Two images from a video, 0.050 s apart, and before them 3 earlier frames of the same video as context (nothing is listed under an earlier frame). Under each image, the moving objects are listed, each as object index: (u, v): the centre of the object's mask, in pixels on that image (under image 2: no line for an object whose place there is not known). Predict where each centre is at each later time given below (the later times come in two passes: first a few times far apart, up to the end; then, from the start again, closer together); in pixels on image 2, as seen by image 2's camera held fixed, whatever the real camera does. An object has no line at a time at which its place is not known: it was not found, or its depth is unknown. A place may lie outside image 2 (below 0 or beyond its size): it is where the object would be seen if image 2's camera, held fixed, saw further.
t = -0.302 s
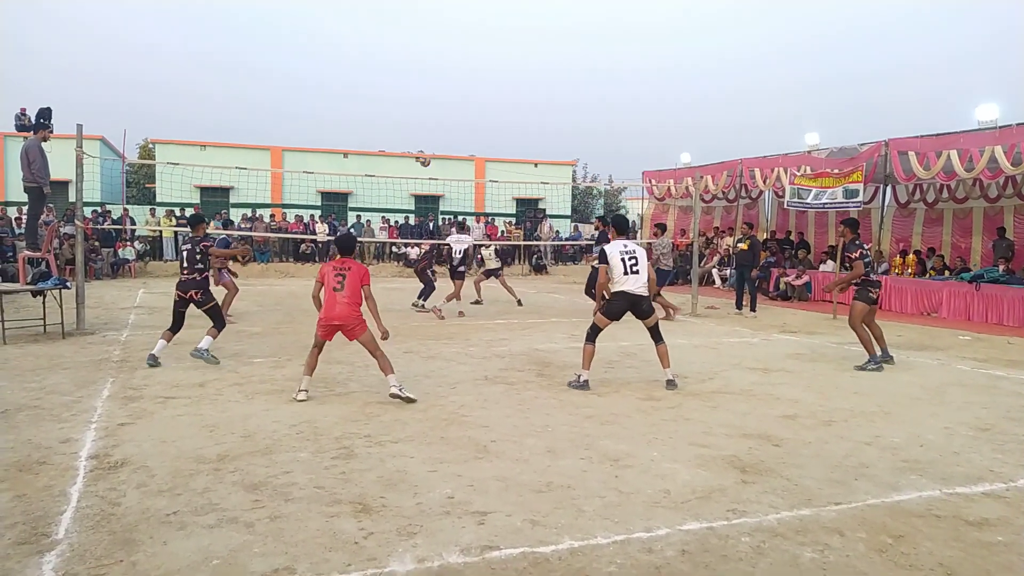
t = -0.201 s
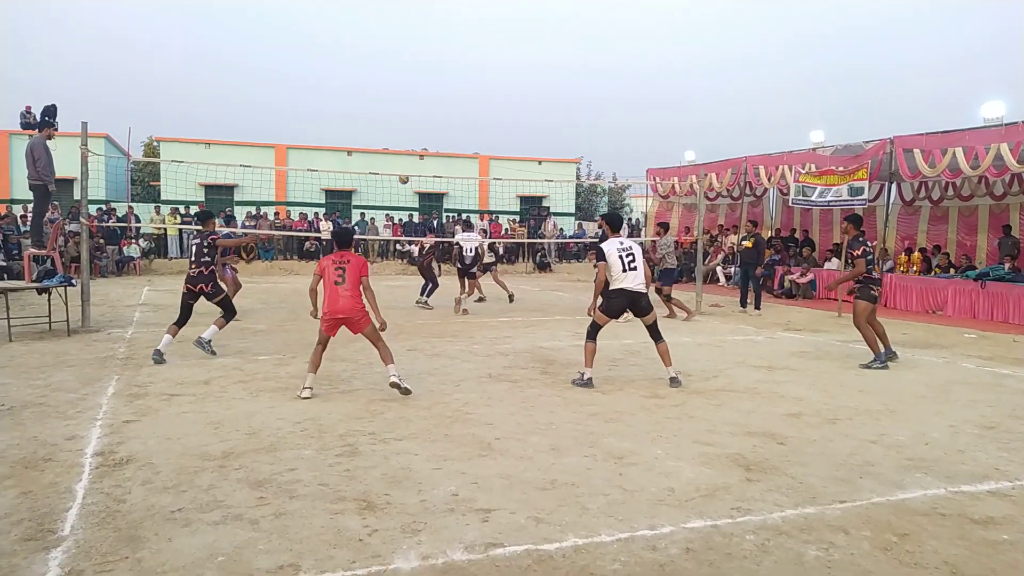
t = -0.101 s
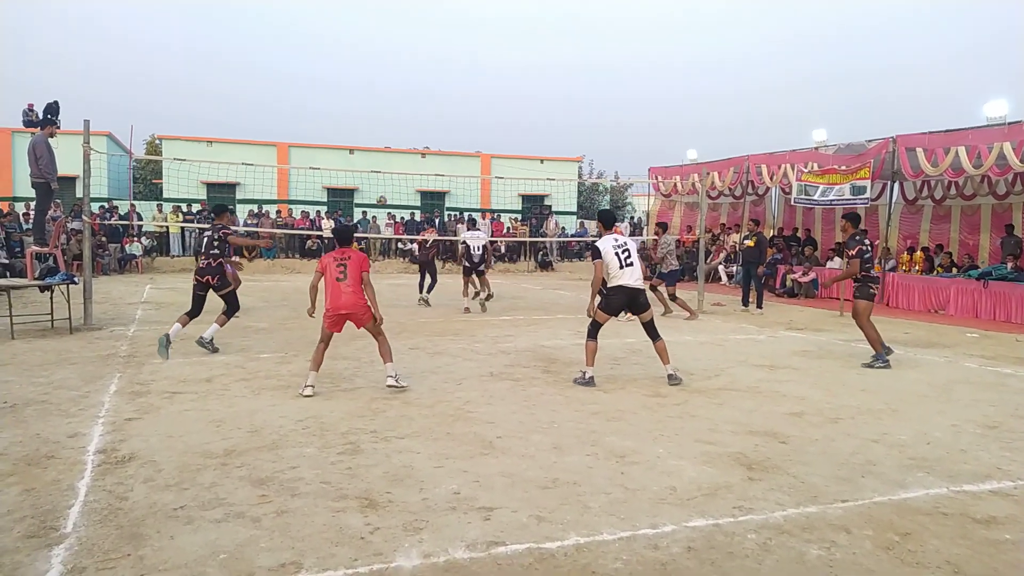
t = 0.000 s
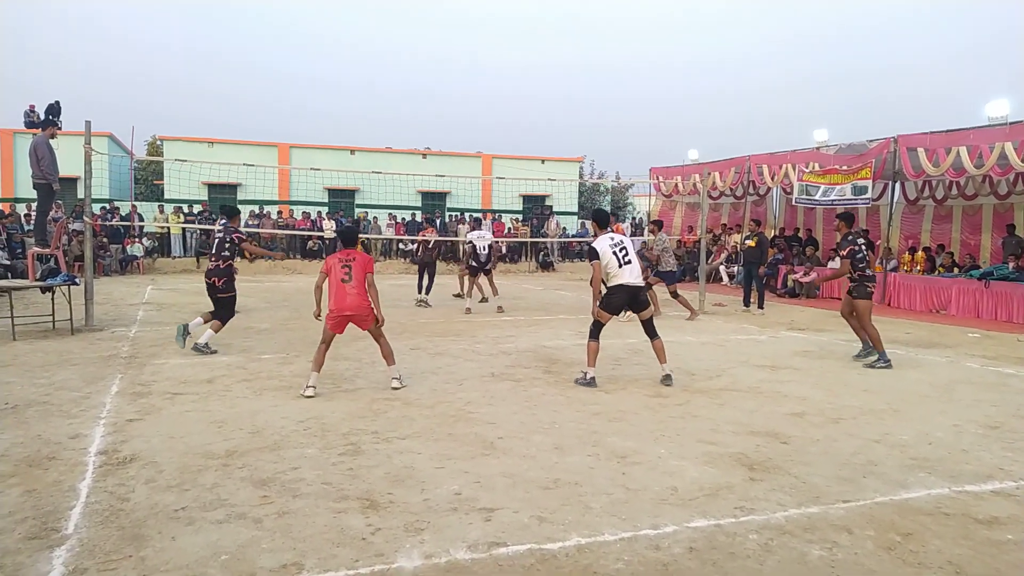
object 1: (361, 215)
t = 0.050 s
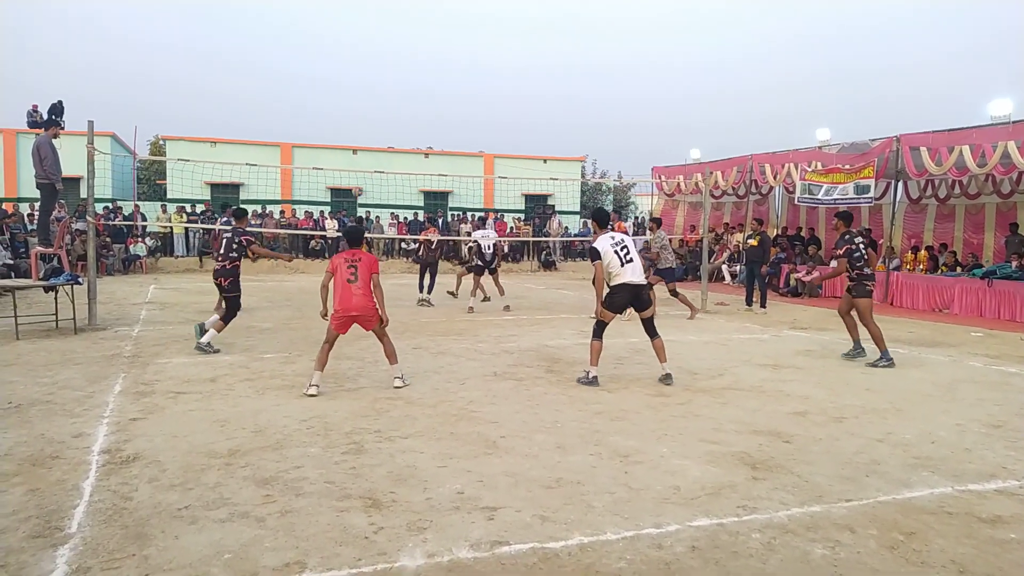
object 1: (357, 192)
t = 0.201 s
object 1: (338, 128)
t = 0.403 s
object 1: (310, 62)
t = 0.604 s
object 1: (282, 15)
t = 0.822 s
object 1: (251, -11)
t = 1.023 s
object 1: (223, -13)
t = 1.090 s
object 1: (214, -9)
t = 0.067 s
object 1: (355, 184)
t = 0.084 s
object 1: (353, 177)
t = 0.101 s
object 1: (351, 169)
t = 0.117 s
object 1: (349, 162)
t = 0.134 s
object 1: (347, 155)
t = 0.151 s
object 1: (345, 148)
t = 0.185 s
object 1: (340, 135)
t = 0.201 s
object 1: (338, 128)
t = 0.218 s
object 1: (336, 122)
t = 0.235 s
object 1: (334, 116)
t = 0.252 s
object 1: (332, 110)
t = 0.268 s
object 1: (329, 104)
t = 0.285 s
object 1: (327, 98)
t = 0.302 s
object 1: (324, 93)
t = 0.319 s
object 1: (322, 87)
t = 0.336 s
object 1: (320, 82)
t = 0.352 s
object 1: (317, 76)
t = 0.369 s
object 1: (315, 71)
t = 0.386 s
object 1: (313, 66)
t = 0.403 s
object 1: (310, 62)
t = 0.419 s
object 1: (308, 57)
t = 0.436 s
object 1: (306, 52)
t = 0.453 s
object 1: (304, 48)
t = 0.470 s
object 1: (301, 44)
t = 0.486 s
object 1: (299, 40)
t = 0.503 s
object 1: (296, 36)
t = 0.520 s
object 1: (294, 32)
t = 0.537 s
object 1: (292, 29)
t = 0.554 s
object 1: (289, 25)
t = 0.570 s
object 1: (287, 21)
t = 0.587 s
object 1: (284, 18)
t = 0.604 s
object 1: (282, 15)
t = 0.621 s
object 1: (279, 12)
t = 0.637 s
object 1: (277, 9)
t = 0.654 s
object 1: (276, 7)
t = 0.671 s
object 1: (274, 4)
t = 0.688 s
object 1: (271, 2)
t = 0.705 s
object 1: (268, 0)
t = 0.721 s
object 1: (265, -2)
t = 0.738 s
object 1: (263, -4)
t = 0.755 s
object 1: (261, -5)
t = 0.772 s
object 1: (259, -7)
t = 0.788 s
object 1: (256, -9)
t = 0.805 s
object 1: (253, -10)
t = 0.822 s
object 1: (251, -11)
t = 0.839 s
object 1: (249, -12)
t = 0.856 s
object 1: (246, -13)
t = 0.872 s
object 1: (244, -14)
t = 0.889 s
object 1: (241, -14)
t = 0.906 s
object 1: (239, -14)
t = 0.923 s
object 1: (237, -15)
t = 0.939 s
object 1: (235, -15)
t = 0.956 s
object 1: (233, -15)
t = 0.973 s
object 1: (230, -15)
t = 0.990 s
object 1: (227, -14)
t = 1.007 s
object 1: (225, -14)
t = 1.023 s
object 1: (223, -13)
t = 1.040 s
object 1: (221, -13)
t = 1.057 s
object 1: (219, -12)
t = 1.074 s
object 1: (216, -10)
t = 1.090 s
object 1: (214, -9)
